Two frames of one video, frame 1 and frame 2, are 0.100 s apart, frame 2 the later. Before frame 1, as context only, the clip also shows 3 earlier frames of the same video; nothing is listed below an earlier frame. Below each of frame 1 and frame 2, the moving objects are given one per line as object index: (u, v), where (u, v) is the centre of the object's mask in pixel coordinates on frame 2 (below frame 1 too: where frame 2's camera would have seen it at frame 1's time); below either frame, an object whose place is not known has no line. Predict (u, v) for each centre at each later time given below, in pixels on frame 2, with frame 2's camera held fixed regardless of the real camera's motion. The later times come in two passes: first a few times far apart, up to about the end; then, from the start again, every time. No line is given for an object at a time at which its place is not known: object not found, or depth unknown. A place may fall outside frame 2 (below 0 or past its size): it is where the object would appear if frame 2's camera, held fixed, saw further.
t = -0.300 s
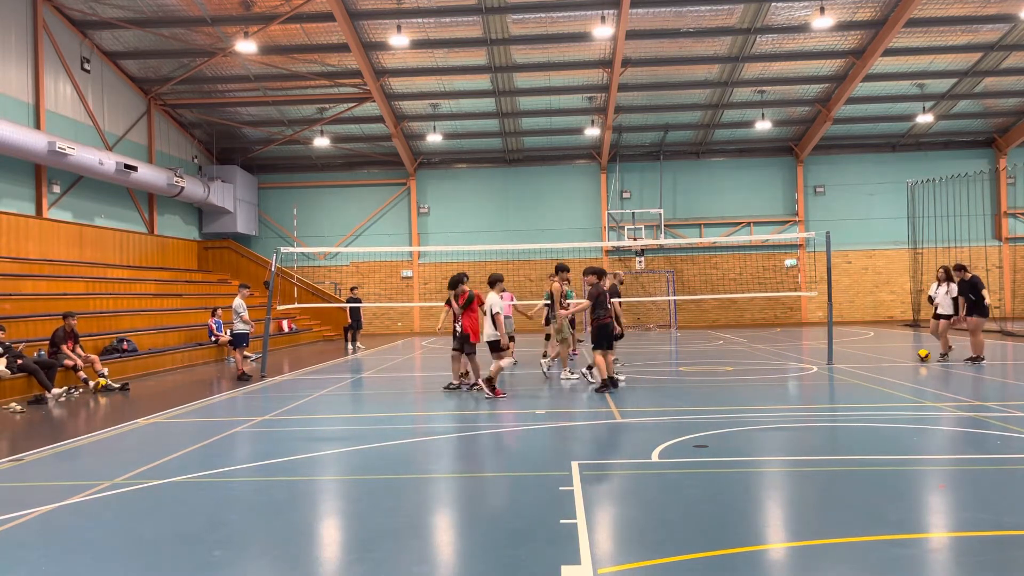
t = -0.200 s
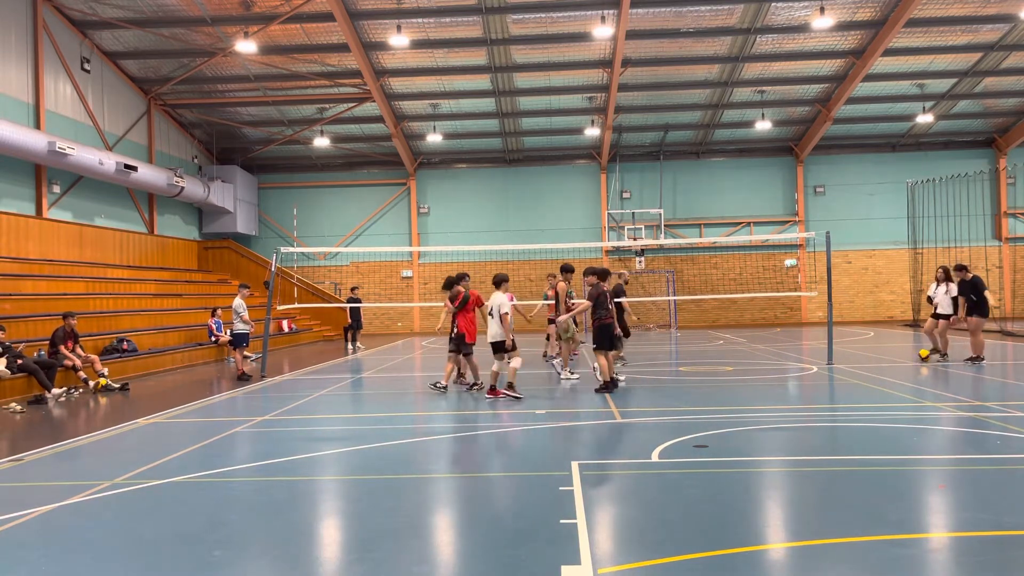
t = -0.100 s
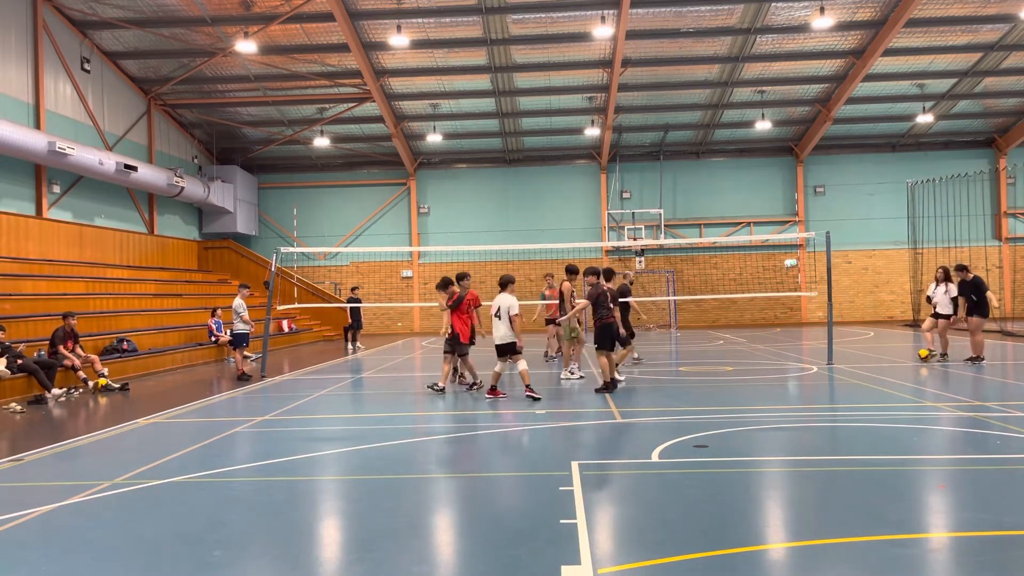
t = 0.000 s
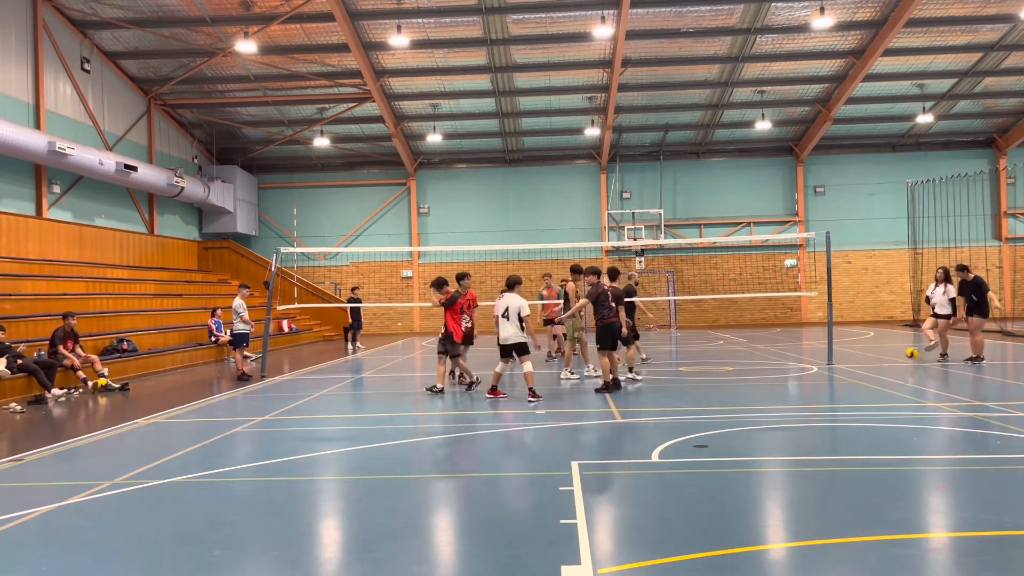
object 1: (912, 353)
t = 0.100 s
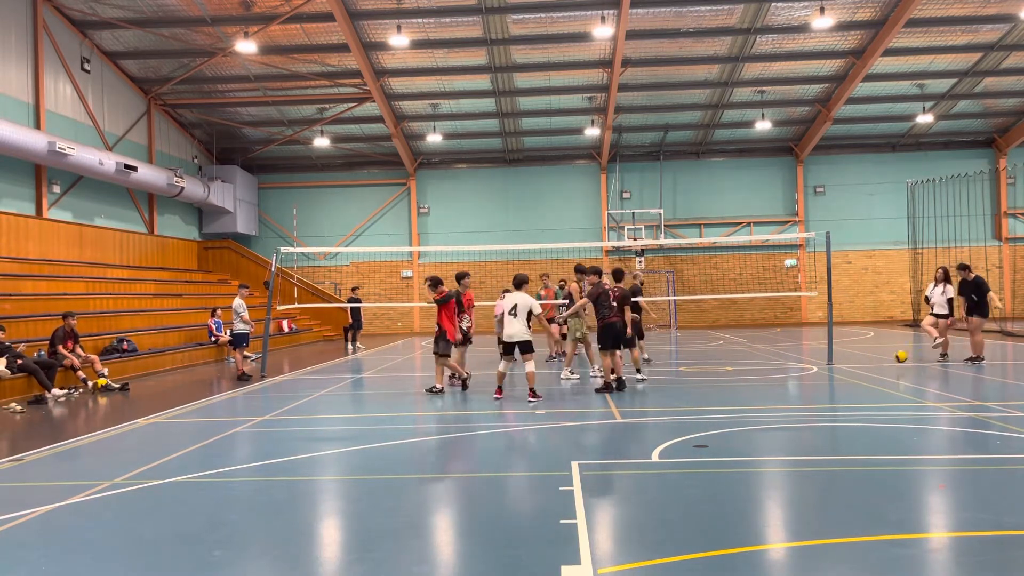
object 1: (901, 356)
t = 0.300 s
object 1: (877, 362)
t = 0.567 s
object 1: (847, 369)
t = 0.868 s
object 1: (814, 377)
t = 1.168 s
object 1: (777, 386)
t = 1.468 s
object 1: (735, 396)
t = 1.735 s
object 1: (694, 404)
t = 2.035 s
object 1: (643, 413)
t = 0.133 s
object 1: (896, 359)
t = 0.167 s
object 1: (892, 362)
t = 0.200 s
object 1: (888, 365)
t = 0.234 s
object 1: (884, 363)
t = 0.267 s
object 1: (880, 362)
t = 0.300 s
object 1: (877, 362)
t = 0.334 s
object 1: (873, 362)
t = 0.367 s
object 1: (869, 363)
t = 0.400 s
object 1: (865, 365)
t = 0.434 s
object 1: (862, 368)
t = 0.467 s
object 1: (857, 371)
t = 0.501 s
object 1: (854, 371)
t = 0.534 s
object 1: (851, 370)
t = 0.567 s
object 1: (847, 369)
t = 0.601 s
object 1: (844, 370)
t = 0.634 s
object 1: (840, 370)
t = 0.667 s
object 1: (836, 373)
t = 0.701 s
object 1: (833, 375)
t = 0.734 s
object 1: (830, 377)
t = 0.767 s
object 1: (826, 376)
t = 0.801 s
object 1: (822, 375)
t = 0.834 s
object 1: (818, 376)
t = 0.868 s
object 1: (814, 377)
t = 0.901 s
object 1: (810, 379)
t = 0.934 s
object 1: (806, 382)
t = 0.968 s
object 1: (802, 381)
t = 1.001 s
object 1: (798, 380)
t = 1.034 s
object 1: (794, 380)
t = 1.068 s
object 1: (790, 382)
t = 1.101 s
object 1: (786, 383)
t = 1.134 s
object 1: (782, 387)
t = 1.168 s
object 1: (777, 386)
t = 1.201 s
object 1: (773, 386)
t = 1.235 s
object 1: (768, 386)
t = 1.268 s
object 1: (764, 388)
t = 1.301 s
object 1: (759, 390)
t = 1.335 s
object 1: (755, 392)
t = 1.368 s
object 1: (750, 392)
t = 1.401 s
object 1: (745, 392)
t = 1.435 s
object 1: (740, 393)
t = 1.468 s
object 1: (735, 396)
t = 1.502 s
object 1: (730, 396)
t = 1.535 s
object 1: (725, 396)
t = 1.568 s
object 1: (720, 397)
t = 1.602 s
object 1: (715, 399)
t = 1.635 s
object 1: (710, 401)
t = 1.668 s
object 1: (705, 401)
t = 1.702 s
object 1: (699, 402)
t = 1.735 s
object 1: (694, 404)
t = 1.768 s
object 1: (689, 405)
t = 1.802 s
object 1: (683, 406)
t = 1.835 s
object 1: (678, 406)
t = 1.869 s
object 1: (672, 409)
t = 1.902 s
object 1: (667, 409)
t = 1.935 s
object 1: (661, 410)
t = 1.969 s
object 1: (655, 412)
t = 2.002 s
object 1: (649, 413)
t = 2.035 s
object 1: (643, 413)
